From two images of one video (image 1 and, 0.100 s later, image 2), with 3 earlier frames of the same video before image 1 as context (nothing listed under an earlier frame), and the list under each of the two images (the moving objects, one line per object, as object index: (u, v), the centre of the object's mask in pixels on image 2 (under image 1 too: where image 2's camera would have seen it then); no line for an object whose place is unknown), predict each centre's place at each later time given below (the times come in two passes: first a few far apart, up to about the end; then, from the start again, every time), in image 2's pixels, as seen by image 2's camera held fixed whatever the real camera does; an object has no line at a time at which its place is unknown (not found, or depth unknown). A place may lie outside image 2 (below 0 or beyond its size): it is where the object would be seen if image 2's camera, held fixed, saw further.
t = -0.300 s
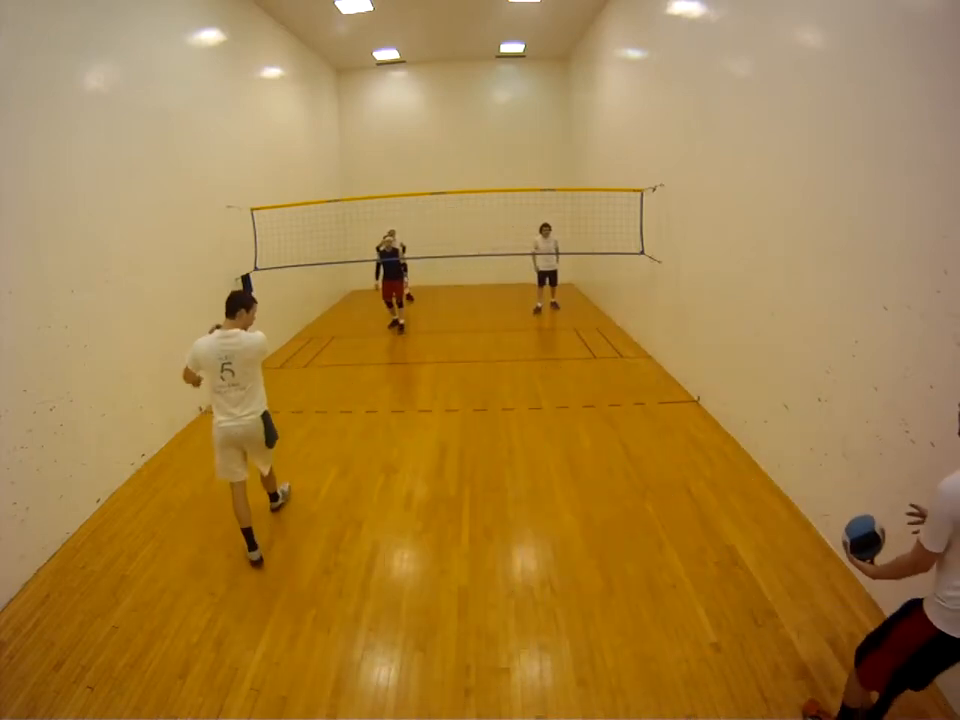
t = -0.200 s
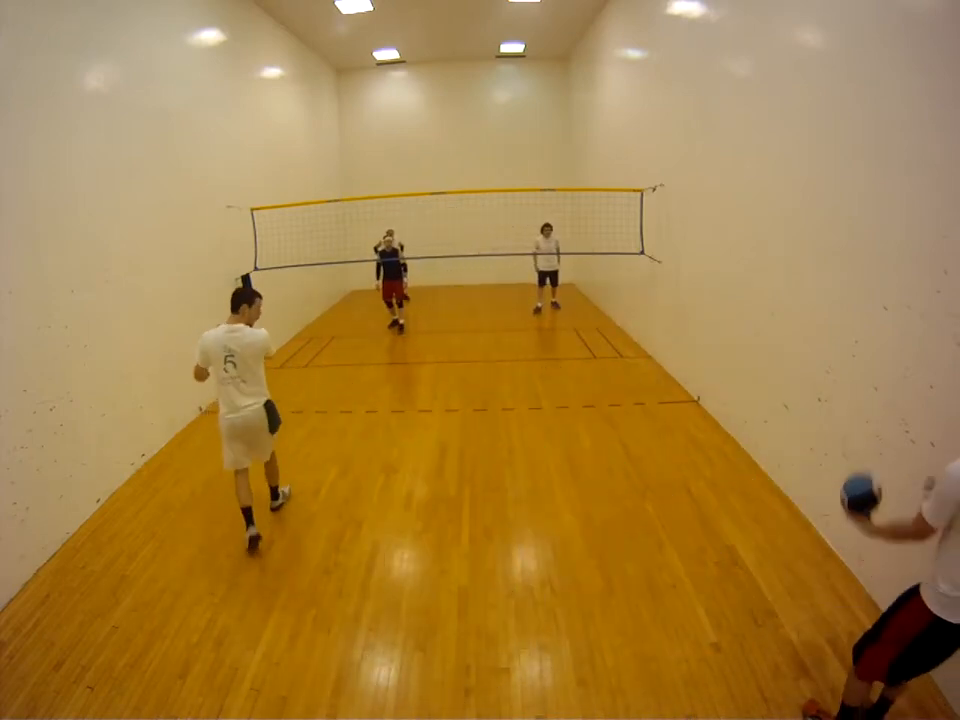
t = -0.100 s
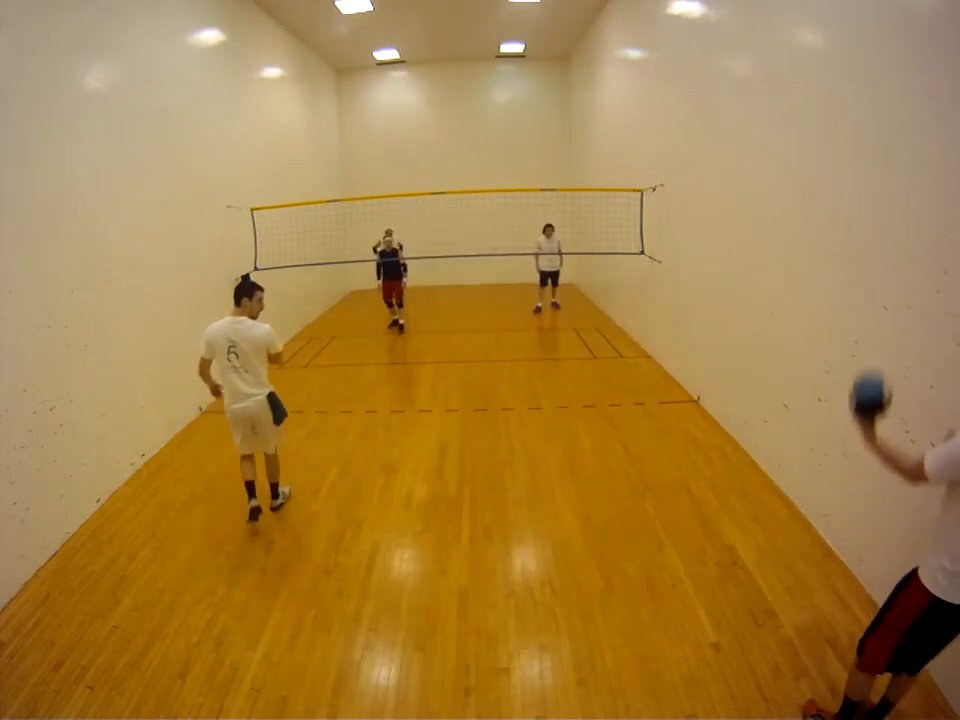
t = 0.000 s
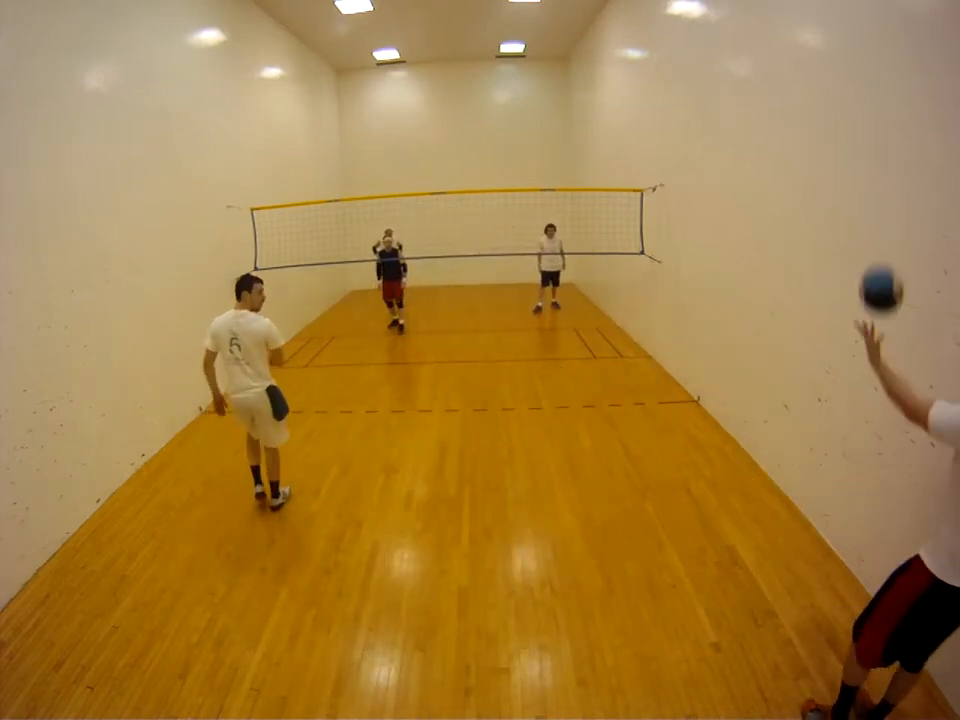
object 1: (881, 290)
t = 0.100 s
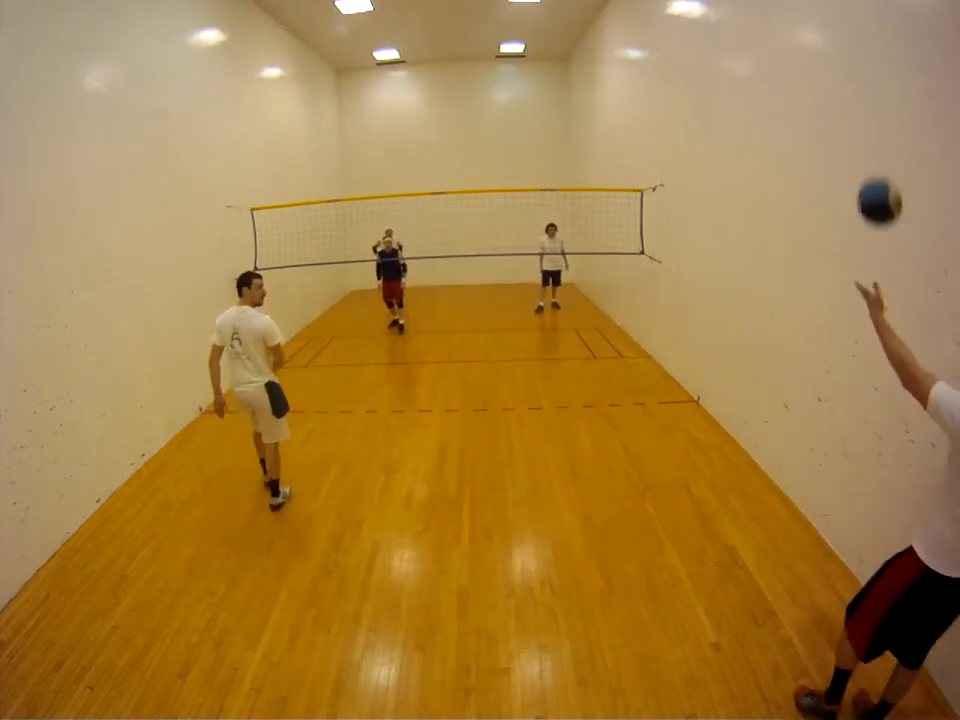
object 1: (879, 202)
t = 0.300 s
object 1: (857, 98)
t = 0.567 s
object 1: (829, 100)
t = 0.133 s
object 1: (877, 177)
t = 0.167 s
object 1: (873, 155)
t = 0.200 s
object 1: (870, 137)
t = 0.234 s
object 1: (866, 121)
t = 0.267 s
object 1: (861, 108)
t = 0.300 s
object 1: (857, 98)
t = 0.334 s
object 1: (853, 90)
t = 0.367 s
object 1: (849, 85)
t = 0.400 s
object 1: (845, 82)
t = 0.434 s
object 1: (842, 81)
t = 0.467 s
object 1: (838, 82)
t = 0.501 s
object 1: (835, 86)
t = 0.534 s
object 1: (832, 92)
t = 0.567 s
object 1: (829, 100)
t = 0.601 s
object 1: (826, 111)
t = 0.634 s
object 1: (823, 123)
